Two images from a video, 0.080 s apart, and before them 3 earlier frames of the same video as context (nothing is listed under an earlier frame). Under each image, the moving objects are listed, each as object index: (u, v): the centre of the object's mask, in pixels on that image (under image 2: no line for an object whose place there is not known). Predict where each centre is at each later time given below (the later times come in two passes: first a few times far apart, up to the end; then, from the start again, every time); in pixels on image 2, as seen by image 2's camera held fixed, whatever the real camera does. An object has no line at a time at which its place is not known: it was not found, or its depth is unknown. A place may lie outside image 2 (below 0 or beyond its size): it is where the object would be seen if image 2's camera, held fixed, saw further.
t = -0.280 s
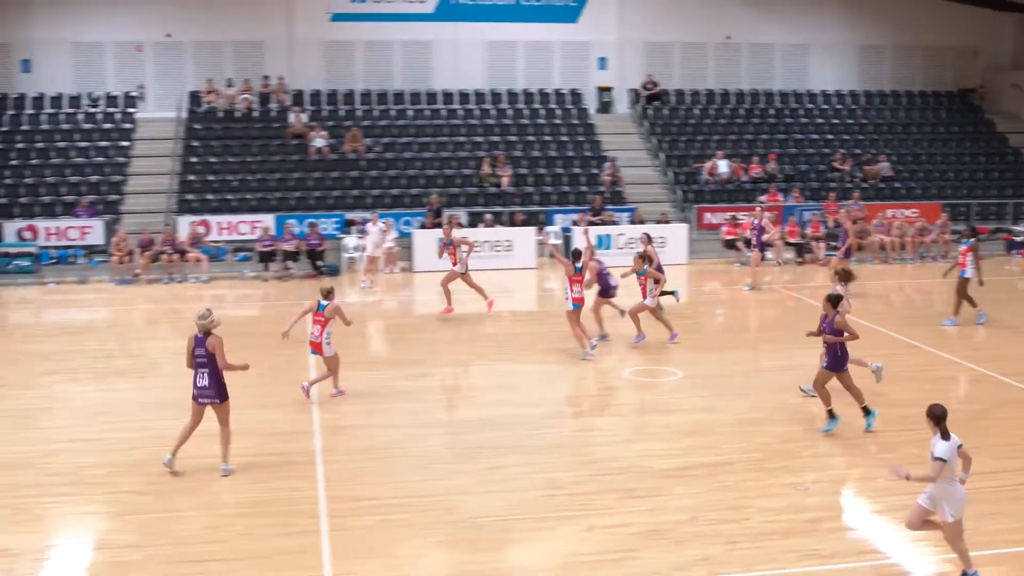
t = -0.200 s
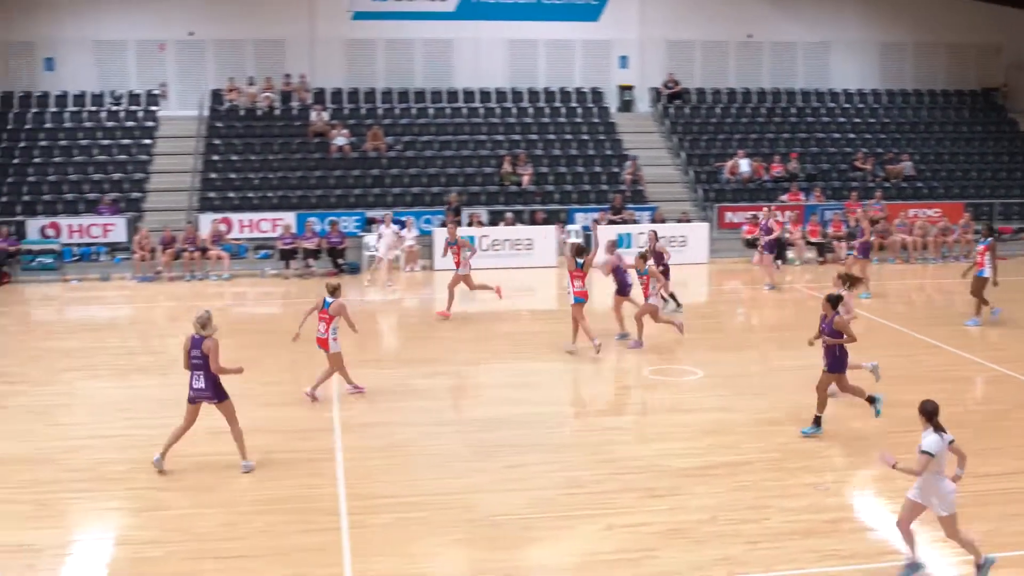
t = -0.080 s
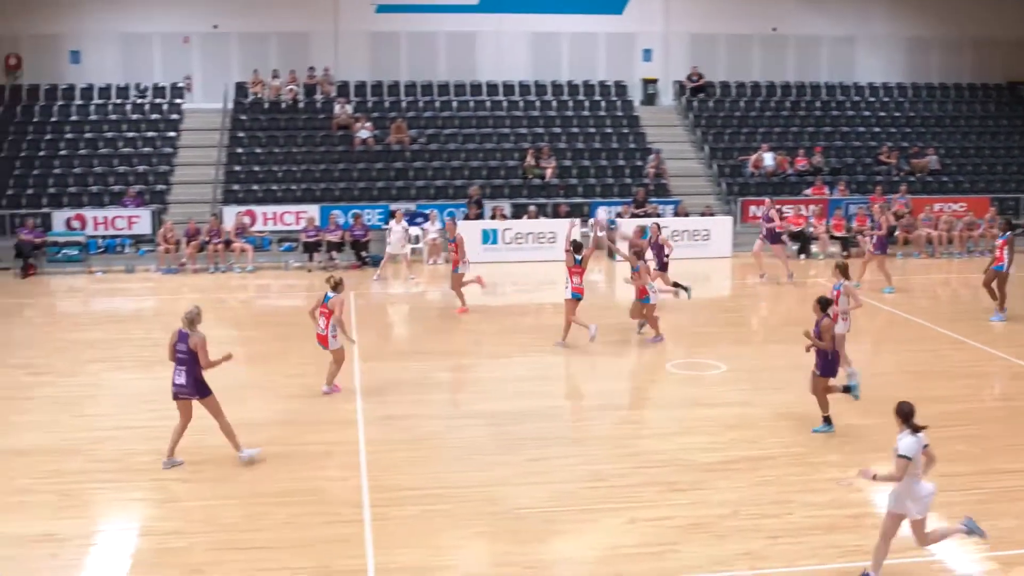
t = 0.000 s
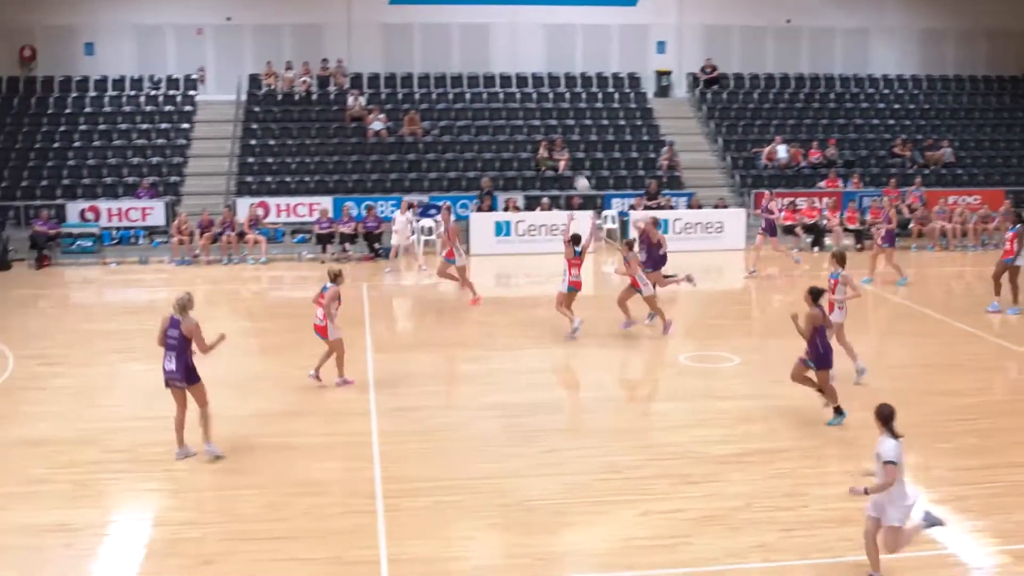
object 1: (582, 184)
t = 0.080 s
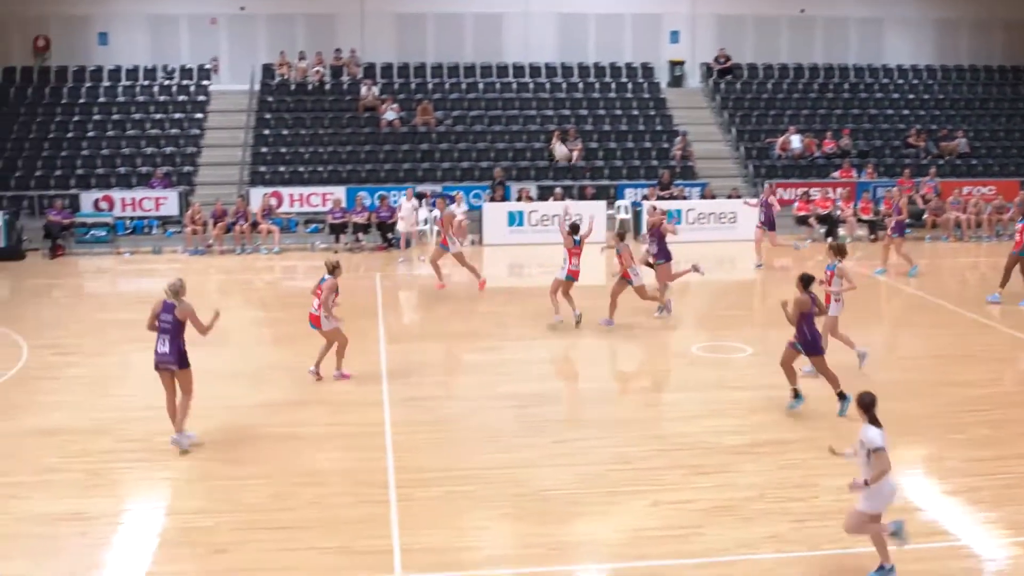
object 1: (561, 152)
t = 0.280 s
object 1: (468, 105)
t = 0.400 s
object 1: (407, 86)
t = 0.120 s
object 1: (542, 141)
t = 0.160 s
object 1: (524, 131)
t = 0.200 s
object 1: (505, 122)
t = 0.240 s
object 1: (486, 113)
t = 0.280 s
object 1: (468, 105)
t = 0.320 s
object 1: (448, 97)
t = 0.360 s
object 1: (427, 91)
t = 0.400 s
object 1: (407, 86)
